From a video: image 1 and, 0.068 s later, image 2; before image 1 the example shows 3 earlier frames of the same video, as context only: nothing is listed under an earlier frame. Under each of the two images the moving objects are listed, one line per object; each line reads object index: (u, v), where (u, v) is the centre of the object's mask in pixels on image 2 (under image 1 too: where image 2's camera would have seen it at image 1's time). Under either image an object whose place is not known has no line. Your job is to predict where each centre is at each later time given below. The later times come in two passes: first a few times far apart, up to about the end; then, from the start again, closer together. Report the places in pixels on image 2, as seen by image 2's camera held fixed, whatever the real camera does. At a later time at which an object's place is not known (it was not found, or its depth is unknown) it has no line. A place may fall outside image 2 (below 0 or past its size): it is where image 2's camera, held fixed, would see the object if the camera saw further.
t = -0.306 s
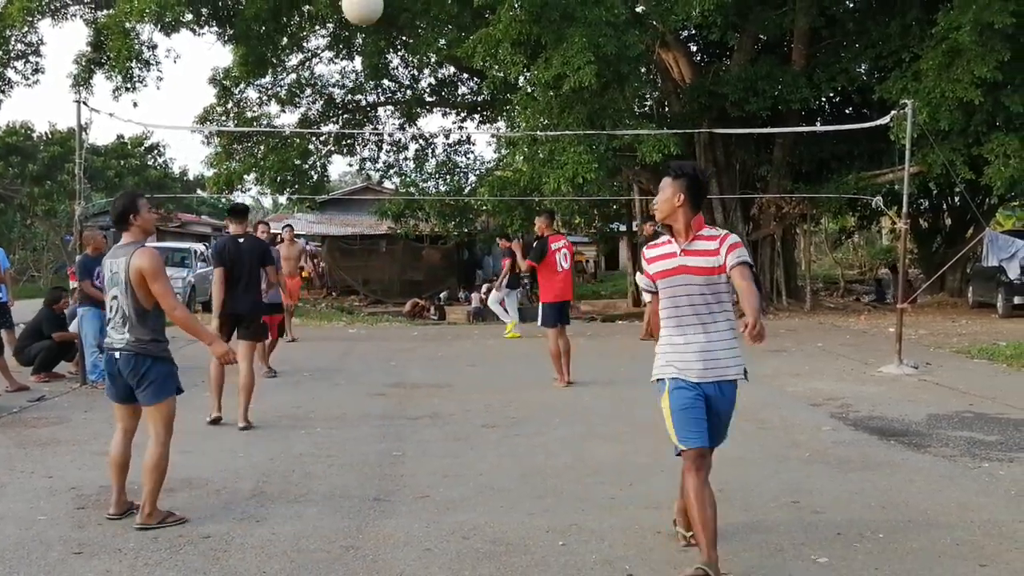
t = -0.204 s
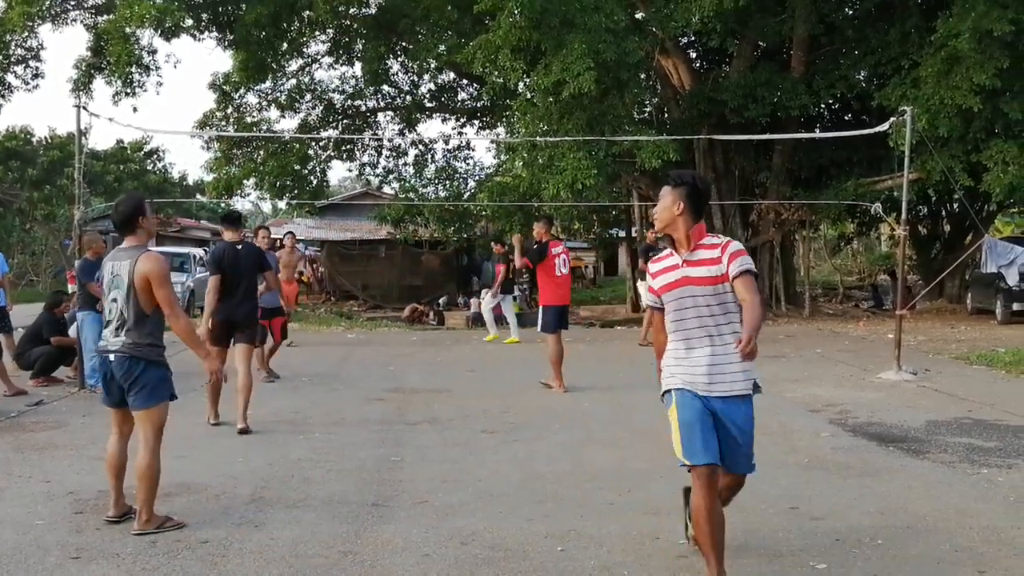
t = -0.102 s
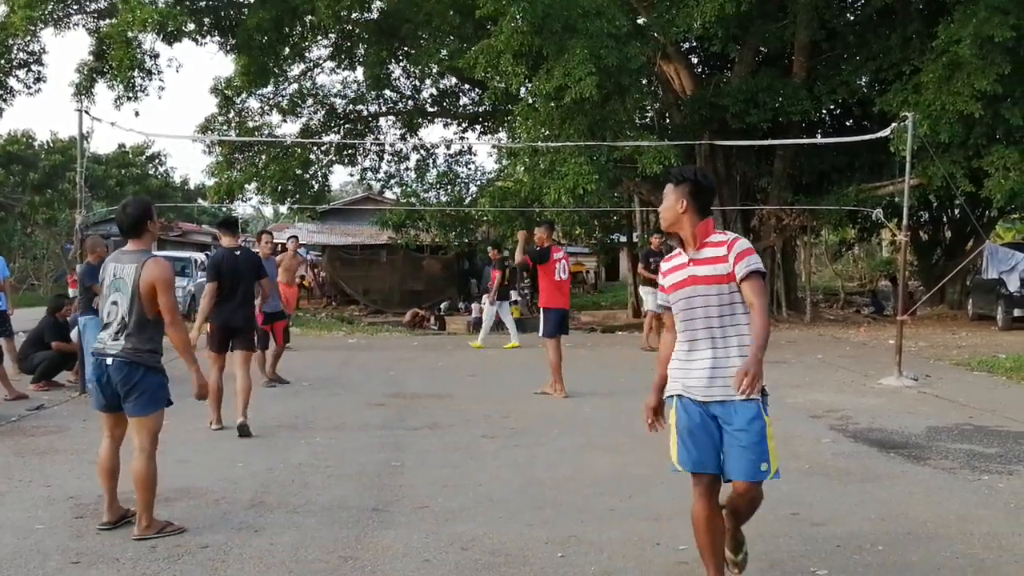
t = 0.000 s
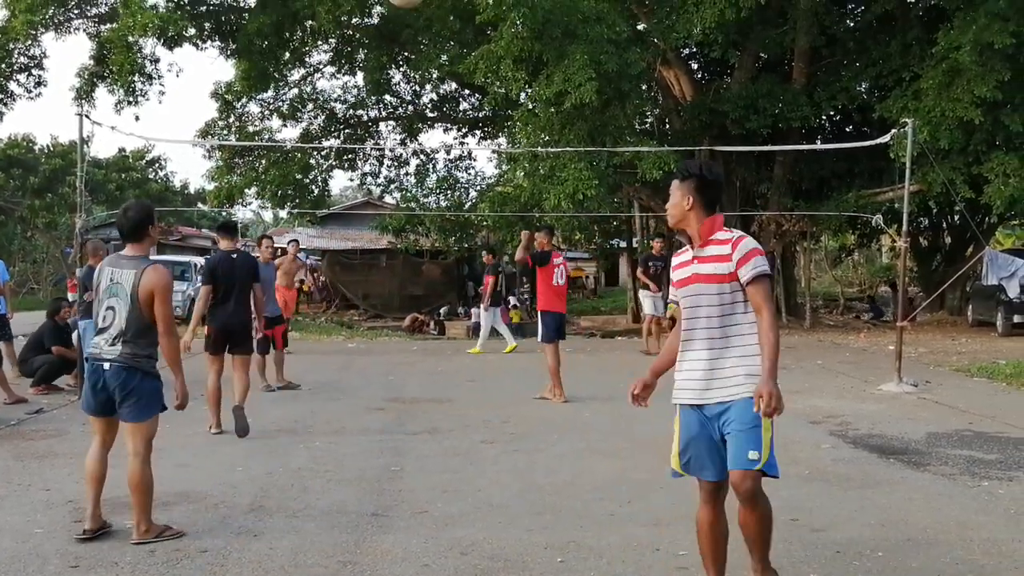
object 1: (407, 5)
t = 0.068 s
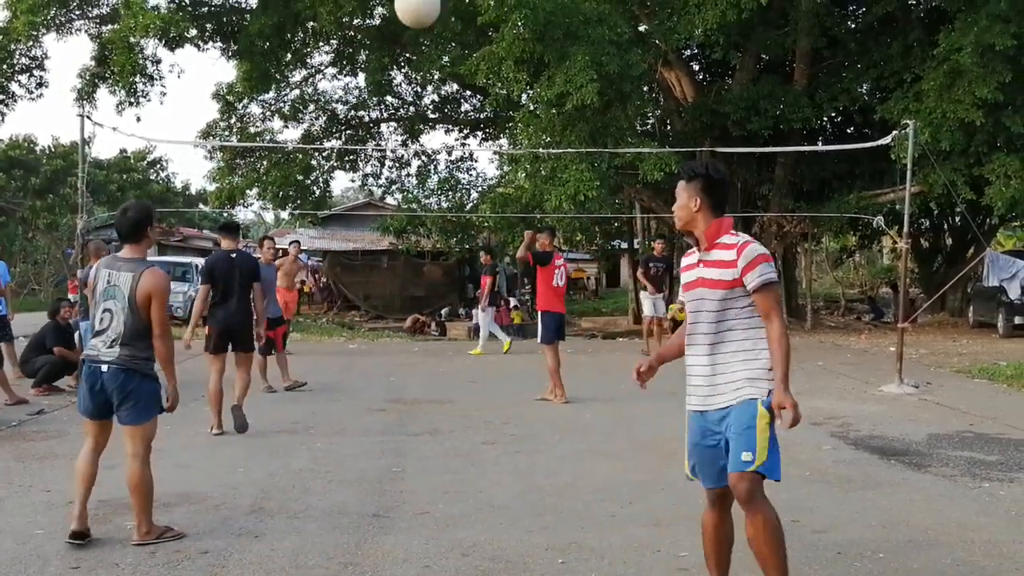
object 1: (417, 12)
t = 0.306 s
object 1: (455, 160)
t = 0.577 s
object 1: (502, 538)
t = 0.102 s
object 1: (422, 19)
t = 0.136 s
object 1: (427, 35)
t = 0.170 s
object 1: (433, 53)
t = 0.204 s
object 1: (438, 76)
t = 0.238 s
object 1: (444, 100)
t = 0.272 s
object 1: (449, 128)
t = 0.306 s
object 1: (455, 160)
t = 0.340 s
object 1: (461, 195)
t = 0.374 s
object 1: (467, 234)
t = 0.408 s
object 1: (473, 276)
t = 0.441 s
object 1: (479, 320)
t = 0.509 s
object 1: (490, 422)
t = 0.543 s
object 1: (496, 479)
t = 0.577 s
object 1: (502, 538)
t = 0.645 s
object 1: (516, 537)
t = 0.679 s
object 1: (523, 493)
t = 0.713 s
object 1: (532, 452)
